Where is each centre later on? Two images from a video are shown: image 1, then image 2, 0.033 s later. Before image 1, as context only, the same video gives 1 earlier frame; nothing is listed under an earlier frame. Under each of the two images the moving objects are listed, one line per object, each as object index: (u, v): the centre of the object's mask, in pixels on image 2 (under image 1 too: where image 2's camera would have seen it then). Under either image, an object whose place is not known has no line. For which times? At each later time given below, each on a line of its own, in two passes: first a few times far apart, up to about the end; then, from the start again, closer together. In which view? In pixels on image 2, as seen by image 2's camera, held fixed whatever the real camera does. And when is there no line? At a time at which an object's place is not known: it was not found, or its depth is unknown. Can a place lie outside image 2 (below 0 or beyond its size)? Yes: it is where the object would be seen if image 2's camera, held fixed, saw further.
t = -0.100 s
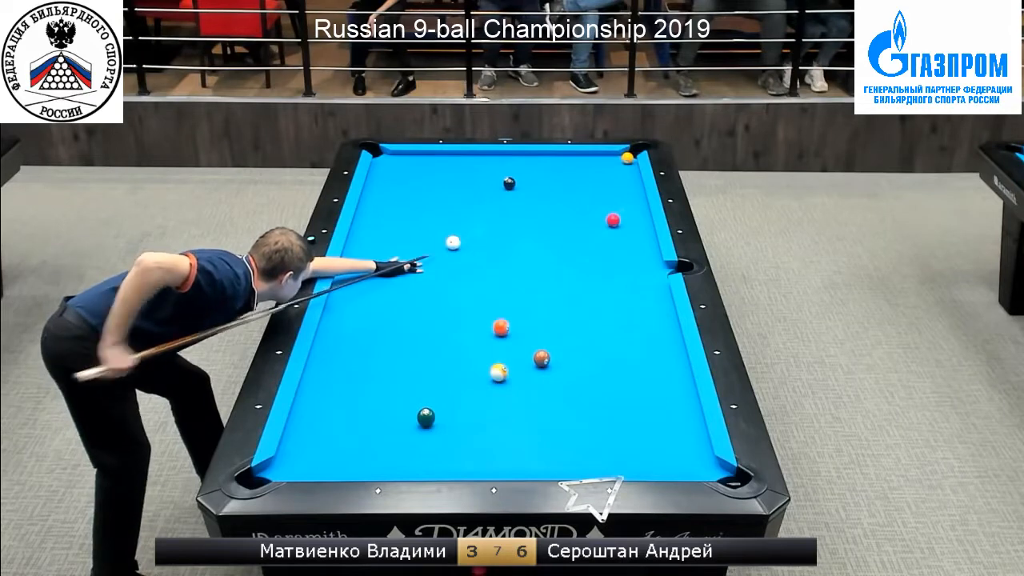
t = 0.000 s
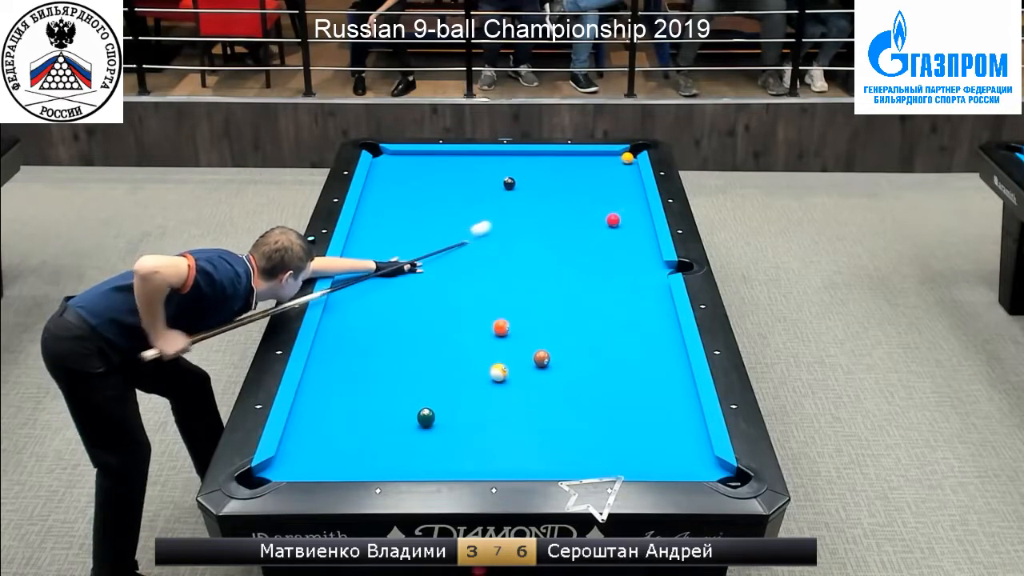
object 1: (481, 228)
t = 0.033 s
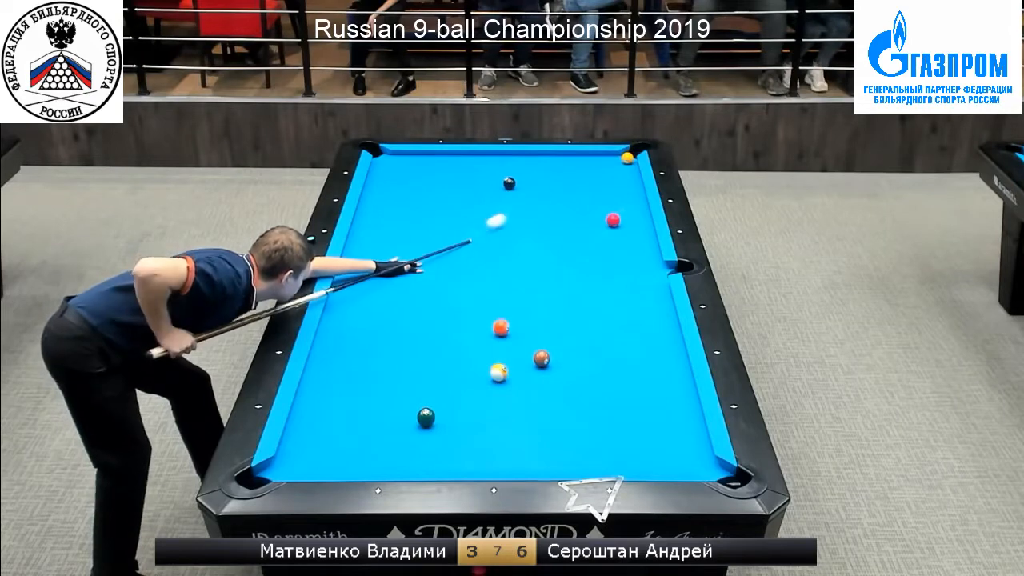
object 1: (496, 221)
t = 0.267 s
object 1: (583, 180)
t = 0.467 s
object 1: (627, 162)
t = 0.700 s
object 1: (630, 166)
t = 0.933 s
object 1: (624, 169)
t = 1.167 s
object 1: (619, 172)
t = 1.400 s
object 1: (615, 175)
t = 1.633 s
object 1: (611, 178)
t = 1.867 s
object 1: (607, 180)
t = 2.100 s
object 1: (605, 182)
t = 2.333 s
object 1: (602, 183)
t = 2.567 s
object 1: (600, 184)
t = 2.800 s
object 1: (599, 185)
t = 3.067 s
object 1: (598, 186)
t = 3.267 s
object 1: (598, 186)
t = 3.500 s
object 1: (599, 185)
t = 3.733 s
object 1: (599, 185)
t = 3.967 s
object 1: (599, 185)
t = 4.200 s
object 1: (599, 185)
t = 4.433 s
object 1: (599, 185)
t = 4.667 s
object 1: (599, 185)
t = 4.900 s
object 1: (599, 185)
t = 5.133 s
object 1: (599, 185)
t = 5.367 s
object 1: (599, 185)
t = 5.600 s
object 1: (599, 185)
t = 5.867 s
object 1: (599, 185)
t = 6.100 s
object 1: (599, 185)
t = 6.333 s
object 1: (599, 185)
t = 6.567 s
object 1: (599, 185)
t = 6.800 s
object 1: (599, 185)
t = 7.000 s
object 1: (599, 185)
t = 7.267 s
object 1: (599, 185)
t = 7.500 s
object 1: (599, 185)
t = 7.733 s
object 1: (599, 185)
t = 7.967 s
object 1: (599, 185)
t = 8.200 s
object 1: (599, 185)
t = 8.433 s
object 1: (599, 185)
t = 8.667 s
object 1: (599, 185)
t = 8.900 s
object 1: (599, 185)
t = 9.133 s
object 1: (599, 185)
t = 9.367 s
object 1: (599, 185)
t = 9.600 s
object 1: (599, 185)
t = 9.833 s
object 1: (599, 185)
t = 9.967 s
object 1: (599, 185)
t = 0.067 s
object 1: (511, 214)
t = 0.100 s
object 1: (524, 208)
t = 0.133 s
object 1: (537, 201)
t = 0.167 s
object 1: (550, 196)
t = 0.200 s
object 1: (562, 190)
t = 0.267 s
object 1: (583, 180)
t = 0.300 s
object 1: (593, 175)
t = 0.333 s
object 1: (603, 171)
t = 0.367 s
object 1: (612, 166)
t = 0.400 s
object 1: (620, 163)
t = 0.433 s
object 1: (624, 162)
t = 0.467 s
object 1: (627, 162)
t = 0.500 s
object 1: (628, 163)
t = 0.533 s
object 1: (630, 163)
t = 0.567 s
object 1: (632, 164)
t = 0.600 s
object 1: (632, 164)
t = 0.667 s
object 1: (631, 165)
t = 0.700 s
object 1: (630, 166)
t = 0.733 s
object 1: (629, 166)
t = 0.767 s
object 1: (628, 167)
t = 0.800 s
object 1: (627, 167)
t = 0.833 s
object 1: (626, 168)
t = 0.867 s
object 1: (626, 168)
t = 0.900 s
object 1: (625, 169)
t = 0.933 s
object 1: (624, 169)
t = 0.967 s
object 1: (623, 170)
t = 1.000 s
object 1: (623, 170)
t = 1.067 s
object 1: (621, 171)
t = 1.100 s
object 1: (620, 172)
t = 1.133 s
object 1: (620, 172)
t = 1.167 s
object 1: (619, 172)
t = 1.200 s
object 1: (618, 173)
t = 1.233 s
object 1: (618, 173)
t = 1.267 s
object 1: (617, 174)
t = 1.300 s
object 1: (617, 174)
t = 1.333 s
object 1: (616, 175)
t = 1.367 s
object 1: (615, 175)
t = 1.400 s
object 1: (615, 175)
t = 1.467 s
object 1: (613, 176)
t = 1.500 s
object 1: (613, 176)
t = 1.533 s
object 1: (612, 177)
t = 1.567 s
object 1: (612, 177)
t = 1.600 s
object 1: (611, 177)
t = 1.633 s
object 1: (611, 178)
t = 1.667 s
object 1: (610, 178)
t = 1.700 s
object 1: (610, 178)
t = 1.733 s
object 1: (609, 179)
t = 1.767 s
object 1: (609, 179)
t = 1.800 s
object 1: (608, 180)
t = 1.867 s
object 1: (607, 180)
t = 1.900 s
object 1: (607, 180)
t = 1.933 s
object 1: (606, 180)
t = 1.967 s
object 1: (606, 181)
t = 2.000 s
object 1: (606, 181)
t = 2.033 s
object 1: (605, 181)
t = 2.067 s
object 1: (605, 181)
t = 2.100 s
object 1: (605, 182)
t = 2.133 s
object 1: (604, 182)
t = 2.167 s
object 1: (604, 182)
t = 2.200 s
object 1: (603, 182)
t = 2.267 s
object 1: (603, 183)
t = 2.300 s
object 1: (602, 183)
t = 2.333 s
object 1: (602, 183)
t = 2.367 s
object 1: (602, 183)
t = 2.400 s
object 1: (602, 184)
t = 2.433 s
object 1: (601, 184)
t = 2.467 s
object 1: (601, 184)
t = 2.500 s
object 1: (601, 184)
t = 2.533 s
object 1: (600, 184)
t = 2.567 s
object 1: (600, 184)
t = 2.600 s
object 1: (600, 184)
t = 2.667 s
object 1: (599, 185)
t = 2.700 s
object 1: (599, 185)
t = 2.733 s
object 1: (599, 185)
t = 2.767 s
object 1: (599, 185)
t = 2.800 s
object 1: (599, 185)
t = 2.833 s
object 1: (599, 185)
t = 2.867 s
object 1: (599, 185)
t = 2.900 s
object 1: (598, 185)
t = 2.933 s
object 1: (598, 185)
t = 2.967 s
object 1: (598, 185)
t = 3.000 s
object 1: (598, 186)
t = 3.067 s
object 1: (598, 186)
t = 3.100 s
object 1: (598, 186)
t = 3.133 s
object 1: (598, 186)
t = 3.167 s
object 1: (598, 186)
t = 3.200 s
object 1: (598, 186)
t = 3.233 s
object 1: (598, 186)
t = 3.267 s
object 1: (598, 186)
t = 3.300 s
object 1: (598, 186)
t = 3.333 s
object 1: (598, 186)
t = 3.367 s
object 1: (598, 185)
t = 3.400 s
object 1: (598, 185)
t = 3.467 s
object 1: (599, 185)
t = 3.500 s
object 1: (599, 185)
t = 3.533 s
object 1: (599, 185)
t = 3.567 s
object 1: (599, 185)
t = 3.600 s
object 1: (599, 185)
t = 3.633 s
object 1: (599, 185)
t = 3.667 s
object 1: (599, 185)
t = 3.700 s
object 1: (599, 185)
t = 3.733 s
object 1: (599, 185)
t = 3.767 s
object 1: (599, 185)
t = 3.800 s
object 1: (599, 185)
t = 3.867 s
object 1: (599, 185)
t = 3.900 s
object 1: (599, 185)
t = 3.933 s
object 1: (599, 185)
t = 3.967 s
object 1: (599, 185)
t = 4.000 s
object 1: (599, 185)
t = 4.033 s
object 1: (599, 185)
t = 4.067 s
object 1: (599, 185)
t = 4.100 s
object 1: (599, 185)
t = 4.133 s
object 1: (599, 185)
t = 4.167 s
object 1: (599, 185)
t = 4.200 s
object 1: (599, 185)
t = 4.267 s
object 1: (599, 185)
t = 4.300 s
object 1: (599, 185)
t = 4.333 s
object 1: (599, 185)
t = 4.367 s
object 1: (599, 185)
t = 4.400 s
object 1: (599, 185)
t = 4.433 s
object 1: (599, 185)
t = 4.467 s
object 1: (599, 185)
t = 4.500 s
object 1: (599, 185)
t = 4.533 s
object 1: (599, 185)
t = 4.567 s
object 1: (599, 185)
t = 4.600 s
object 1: (599, 185)
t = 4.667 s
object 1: (599, 185)
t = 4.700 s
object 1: (599, 185)
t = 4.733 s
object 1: (599, 185)
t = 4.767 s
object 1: (599, 185)
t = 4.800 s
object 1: (599, 185)
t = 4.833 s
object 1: (599, 185)
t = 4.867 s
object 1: (599, 185)
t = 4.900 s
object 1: (599, 185)
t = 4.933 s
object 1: (599, 185)
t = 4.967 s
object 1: (599, 185)
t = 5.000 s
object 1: (599, 185)
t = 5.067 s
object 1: (599, 185)
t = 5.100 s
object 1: (599, 185)
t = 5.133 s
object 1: (599, 185)
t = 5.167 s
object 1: (599, 185)
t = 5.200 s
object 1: (599, 185)
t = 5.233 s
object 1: (599, 185)
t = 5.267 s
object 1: (599, 185)
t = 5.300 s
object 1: (599, 185)
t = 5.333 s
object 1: (599, 185)
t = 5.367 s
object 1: (599, 185)
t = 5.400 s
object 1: (599, 185)
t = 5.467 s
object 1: (599, 185)
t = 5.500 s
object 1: (599, 185)
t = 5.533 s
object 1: (599, 185)
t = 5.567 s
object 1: (599, 185)
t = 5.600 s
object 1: (599, 185)
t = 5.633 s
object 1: (599, 185)
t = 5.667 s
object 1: (599, 185)
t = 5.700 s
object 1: (599, 185)
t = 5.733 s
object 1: (599, 185)
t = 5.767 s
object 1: (599, 185)
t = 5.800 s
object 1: (599, 185)
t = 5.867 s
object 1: (599, 185)
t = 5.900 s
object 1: (599, 185)
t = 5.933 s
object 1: (599, 185)
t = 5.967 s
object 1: (599, 185)
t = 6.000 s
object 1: (599, 185)
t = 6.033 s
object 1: (599, 185)
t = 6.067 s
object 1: (599, 185)
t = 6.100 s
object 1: (599, 185)
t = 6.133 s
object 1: (599, 185)
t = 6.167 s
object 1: (599, 185)
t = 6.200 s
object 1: (599, 185)
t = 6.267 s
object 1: (599, 185)
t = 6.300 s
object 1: (599, 185)
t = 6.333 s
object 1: (599, 185)
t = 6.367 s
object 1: (599, 185)
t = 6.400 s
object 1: (599, 185)
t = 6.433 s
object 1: (599, 185)
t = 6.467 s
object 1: (599, 185)
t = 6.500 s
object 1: (599, 185)
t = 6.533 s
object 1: (599, 185)
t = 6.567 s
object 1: (599, 185)
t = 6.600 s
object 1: (599, 185)
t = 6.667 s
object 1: (599, 185)
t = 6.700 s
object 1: (599, 185)
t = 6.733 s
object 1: (599, 185)
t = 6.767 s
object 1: (599, 185)
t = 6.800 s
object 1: (599, 185)
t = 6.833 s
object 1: (599, 185)
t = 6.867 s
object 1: (599, 185)
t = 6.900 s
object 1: (599, 185)
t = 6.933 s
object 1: (599, 185)
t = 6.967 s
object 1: (599, 185)
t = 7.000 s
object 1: (599, 185)
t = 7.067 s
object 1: (599, 185)
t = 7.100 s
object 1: (599, 185)
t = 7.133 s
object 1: (599, 185)
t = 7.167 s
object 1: (599, 185)
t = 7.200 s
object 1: (599, 185)
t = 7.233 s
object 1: (599, 185)
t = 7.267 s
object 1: (599, 185)
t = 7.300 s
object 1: (599, 185)
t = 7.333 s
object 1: (599, 185)
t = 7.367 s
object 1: (599, 185)
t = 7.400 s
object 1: (599, 185)
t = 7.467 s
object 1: (599, 185)
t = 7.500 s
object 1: (599, 185)
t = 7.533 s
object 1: (599, 185)
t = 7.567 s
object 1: (599, 185)
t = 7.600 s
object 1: (599, 185)
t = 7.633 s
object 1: (599, 185)
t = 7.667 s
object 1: (599, 185)
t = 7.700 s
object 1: (599, 185)
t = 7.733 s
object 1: (599, 185)
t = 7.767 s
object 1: (599, 185)
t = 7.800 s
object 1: (599, 185)
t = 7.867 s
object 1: (599, 185)
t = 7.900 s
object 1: (599, 185)
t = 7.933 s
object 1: (599, 185)
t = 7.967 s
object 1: (599, 185)
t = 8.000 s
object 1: (599, 185)
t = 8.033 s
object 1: (599, 185)
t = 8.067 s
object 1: (599, 185)
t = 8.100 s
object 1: (599, 185)
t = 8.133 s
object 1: (599, 185)
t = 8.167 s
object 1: (599, 185)
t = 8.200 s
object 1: (599, 185)
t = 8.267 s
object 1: (599, 185)
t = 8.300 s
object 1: (599, 185)
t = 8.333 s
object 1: (599, 185)
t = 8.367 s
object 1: (599, 185)
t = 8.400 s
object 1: (599, 185)
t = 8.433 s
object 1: (599, 185)
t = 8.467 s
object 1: (599, 185)
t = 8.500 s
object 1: (599, 185)
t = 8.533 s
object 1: (599, 185)
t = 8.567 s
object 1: (599, 185)
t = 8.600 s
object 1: (599, 185)
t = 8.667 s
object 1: (599, 185)
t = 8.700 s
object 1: (599, 185)
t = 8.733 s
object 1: (599, 185)
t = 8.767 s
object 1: (599, 185)
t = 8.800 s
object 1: (599, 185)
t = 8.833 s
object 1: (599, 185)
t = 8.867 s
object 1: (599, 185)
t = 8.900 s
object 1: (599, 185)
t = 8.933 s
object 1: (599, 185)
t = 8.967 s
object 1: (599, 185)
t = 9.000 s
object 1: (599, 185)
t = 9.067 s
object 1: (599, 185)
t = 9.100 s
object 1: (599, 185)
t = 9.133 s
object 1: (599, 185)
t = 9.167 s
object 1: (599, 185)
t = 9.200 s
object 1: (599, 185)
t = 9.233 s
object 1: (599, 185)
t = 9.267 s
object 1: (599, 185)
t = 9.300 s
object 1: (599, 185)
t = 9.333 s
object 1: (599, 185)
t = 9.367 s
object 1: (599, 185)
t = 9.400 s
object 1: (599, 185)
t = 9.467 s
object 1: (599, 185)
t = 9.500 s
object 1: (599, 185)
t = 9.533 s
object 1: (599, 185)
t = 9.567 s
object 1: (599, 185)
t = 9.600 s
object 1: (599, 185)
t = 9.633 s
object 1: (599, 185)
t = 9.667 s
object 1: (599, 185)
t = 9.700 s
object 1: (599, 185)
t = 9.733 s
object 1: (599, 185)
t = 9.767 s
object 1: (599, 185)
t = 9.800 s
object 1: (599, 185)
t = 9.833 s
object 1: (599, 185)
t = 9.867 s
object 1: (599, 185)
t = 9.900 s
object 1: (599, 185)
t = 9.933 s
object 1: (599, 185)
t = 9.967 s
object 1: (599, 185)
